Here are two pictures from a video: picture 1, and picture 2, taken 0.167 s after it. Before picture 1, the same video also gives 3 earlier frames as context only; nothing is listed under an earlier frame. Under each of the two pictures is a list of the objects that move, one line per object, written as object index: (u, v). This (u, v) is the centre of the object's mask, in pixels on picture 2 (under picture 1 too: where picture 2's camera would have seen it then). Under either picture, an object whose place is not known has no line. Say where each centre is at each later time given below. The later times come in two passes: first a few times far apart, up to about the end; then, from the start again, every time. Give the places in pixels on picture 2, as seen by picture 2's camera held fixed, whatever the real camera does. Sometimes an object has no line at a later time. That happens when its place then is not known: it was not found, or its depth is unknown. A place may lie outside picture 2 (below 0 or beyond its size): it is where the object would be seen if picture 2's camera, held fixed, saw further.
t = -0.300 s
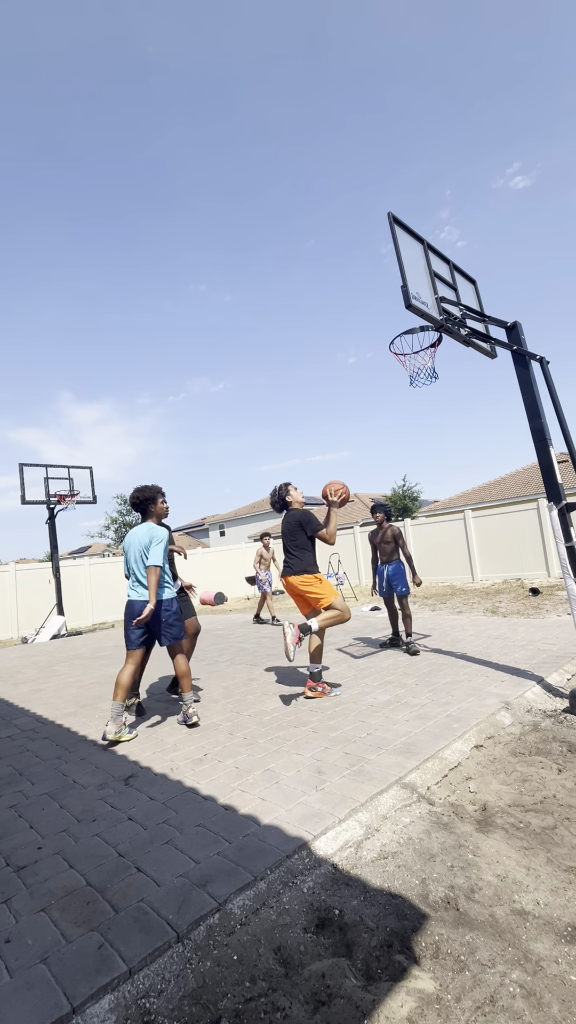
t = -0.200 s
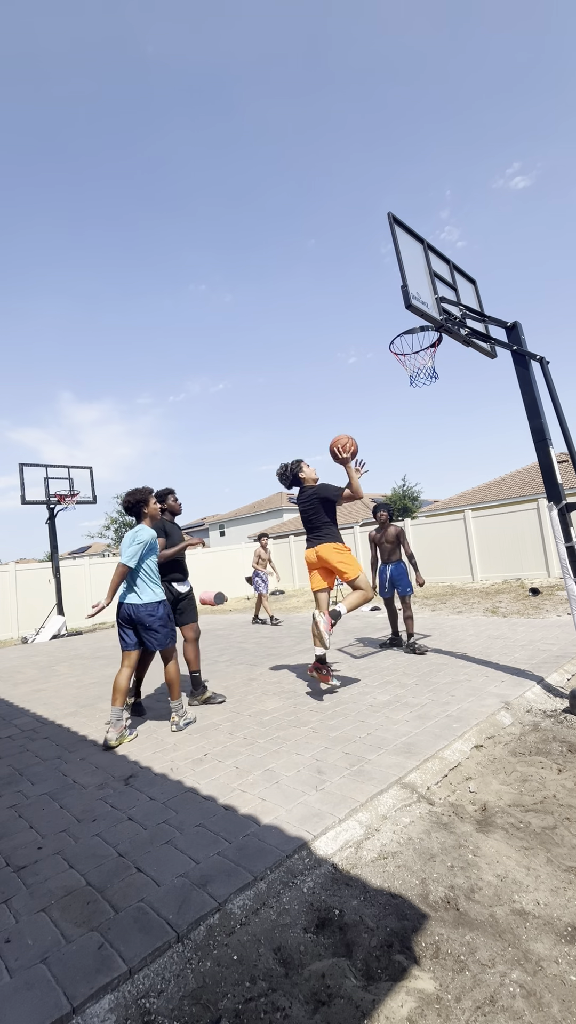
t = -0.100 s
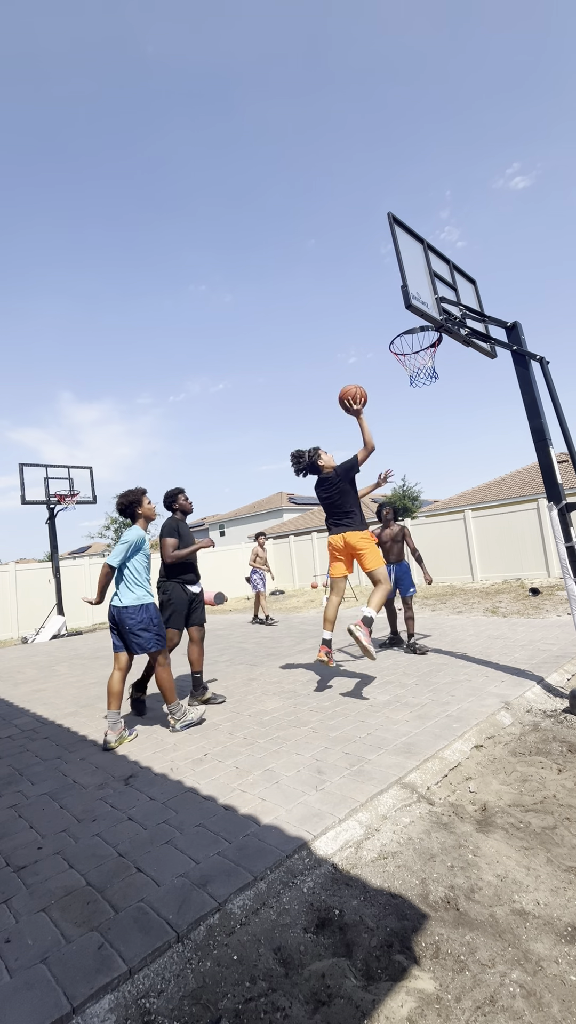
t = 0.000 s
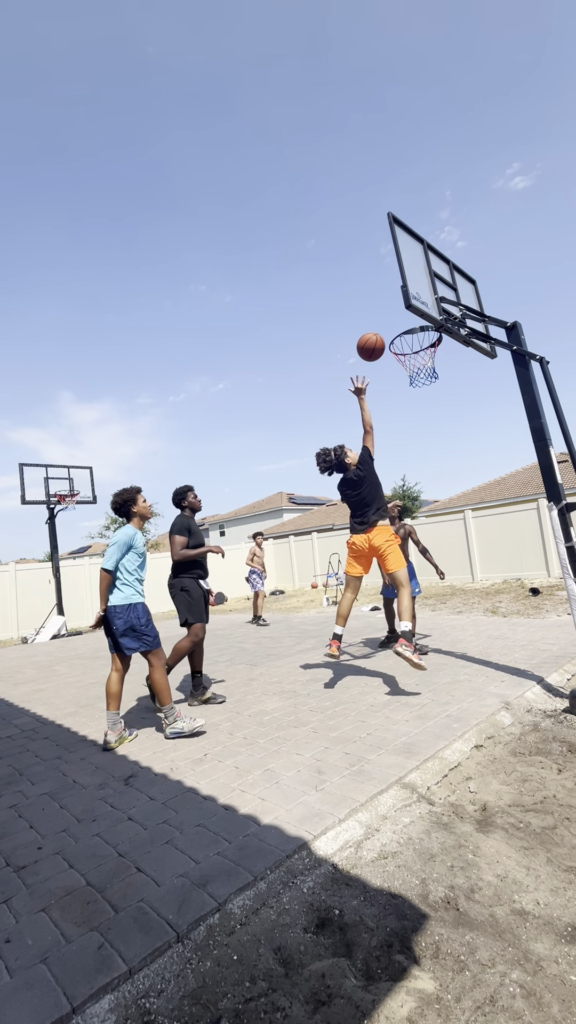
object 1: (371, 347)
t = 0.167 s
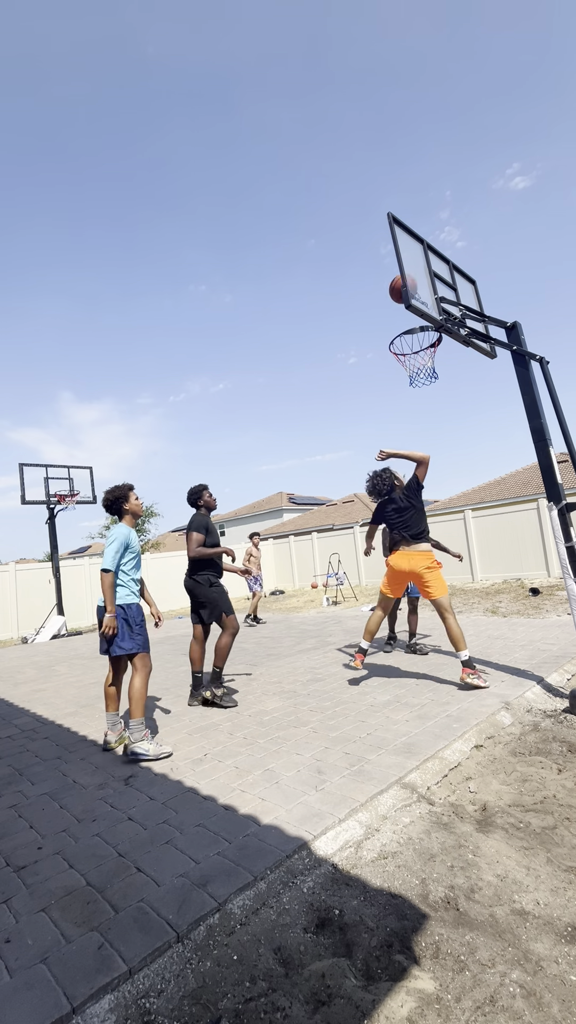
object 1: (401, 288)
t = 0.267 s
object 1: (416, 275)
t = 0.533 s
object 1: (404, 321)
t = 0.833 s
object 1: (401, 348)
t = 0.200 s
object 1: (411, 280)
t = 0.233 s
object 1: (416, 275)
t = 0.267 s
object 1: (416, 275)
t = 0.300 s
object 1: (415, 278)
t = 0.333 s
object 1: (412, 281)
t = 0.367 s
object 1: (410, 285)
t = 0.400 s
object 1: (409, 290)
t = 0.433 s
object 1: (403, 297)
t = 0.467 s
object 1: (401, 308)
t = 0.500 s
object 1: (403, 315)
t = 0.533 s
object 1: (404, 321)
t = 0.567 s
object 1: (404, 331)
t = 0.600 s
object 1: (404, 343)
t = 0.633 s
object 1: (404, 345)
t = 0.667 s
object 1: (404, 345)
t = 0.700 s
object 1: (403, 344)
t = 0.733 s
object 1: (402, 345)
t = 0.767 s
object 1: (402, 345)
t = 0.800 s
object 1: (401, 346)
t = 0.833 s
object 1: (401, 348)
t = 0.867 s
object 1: (400, 352)
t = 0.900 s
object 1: (400, 357)
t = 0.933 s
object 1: (400, 363)
